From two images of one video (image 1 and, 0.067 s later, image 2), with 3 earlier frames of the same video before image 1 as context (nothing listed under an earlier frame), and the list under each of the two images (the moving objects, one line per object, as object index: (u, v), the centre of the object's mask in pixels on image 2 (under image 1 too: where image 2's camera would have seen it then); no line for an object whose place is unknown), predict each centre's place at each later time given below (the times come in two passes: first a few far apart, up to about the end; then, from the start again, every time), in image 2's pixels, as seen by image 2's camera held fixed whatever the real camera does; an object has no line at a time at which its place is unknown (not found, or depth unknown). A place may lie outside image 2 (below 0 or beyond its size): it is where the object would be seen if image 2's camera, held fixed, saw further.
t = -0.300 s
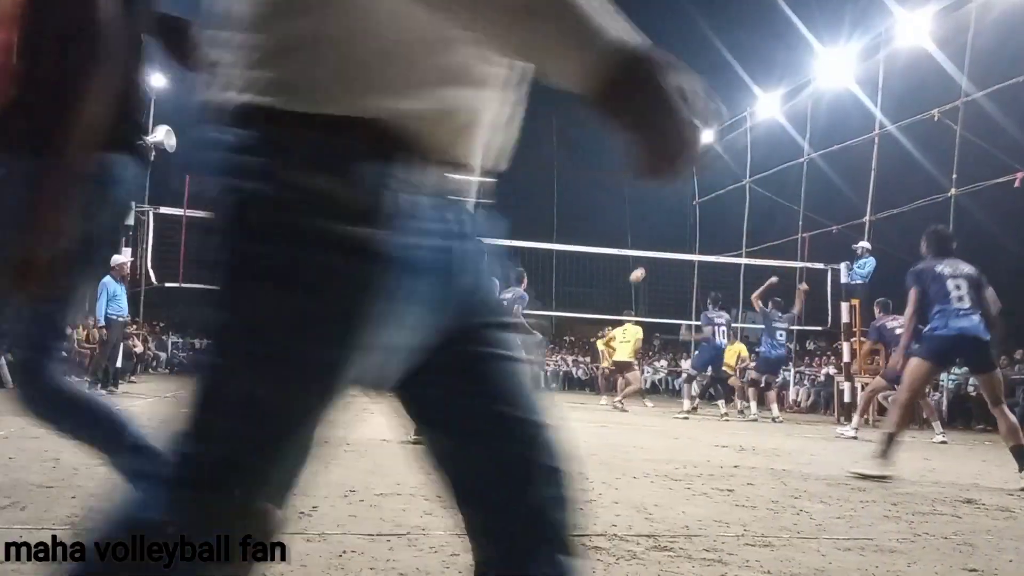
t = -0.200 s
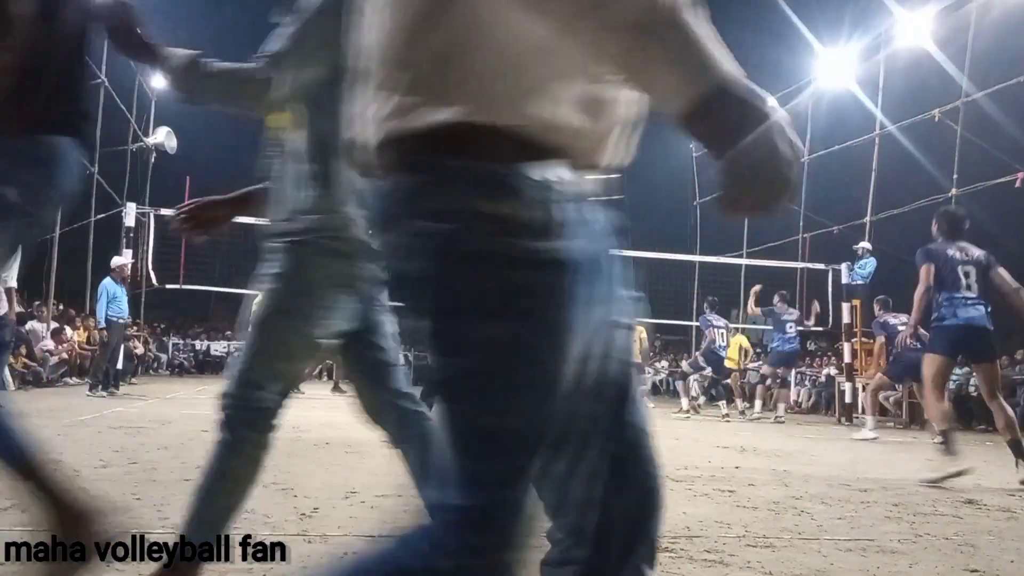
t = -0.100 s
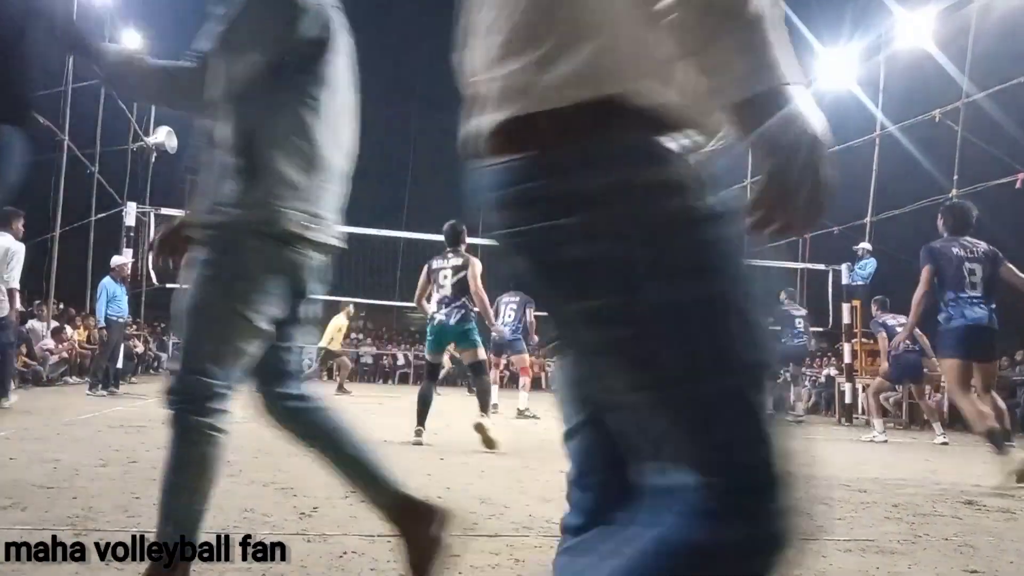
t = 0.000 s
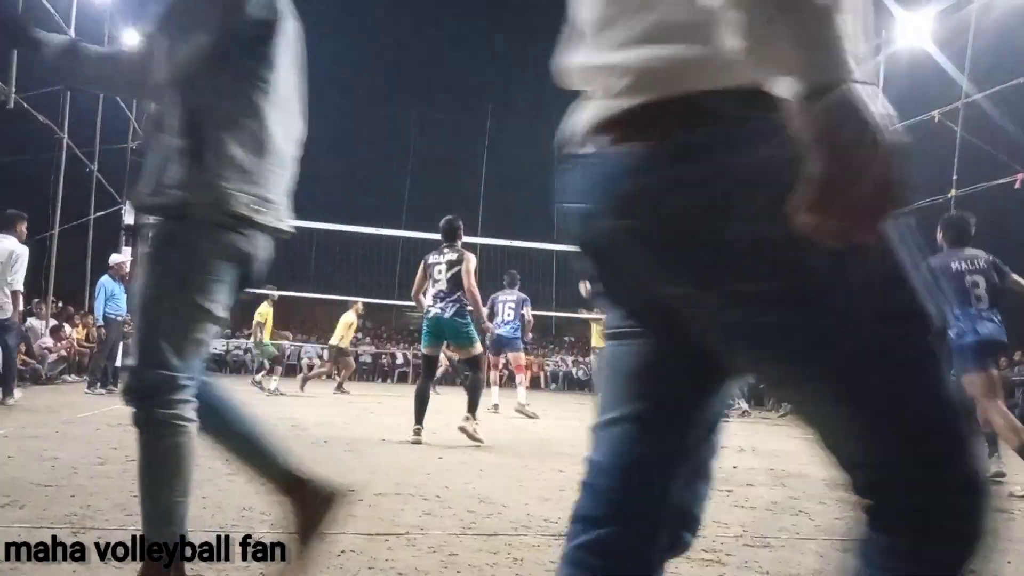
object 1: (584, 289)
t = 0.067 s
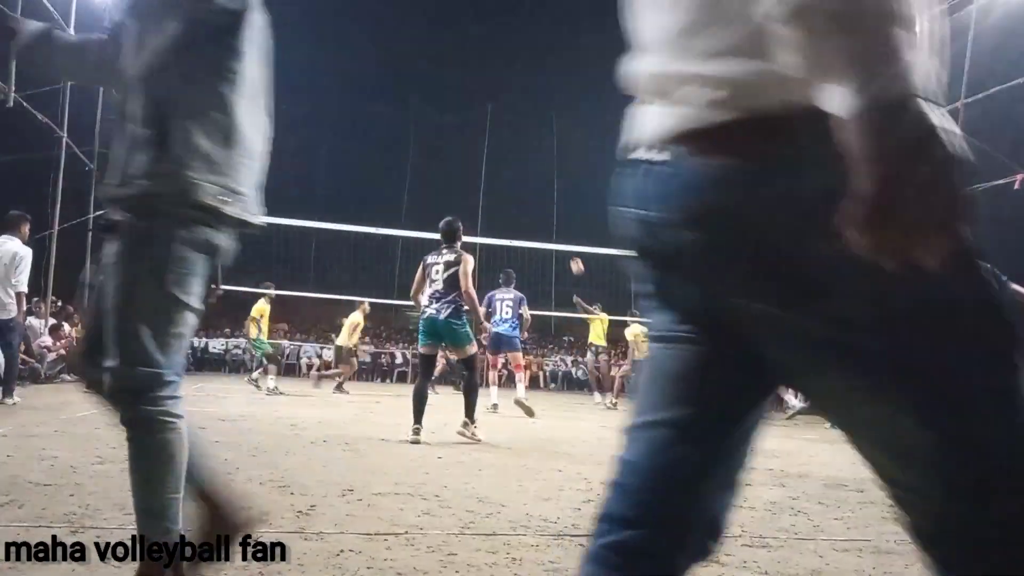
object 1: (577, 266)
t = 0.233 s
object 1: (556, 221)
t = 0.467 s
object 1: (524, 181)
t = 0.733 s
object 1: (484, 173)
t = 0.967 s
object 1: (446, 201)
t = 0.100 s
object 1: (573, 257)
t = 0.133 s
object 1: (568, 245)
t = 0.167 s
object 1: (564, 236)
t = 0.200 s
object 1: (560, 228)
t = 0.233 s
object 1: (556, 221)
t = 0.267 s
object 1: (552, 213)
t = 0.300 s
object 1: (547, 206)
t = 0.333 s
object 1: (543, 200)
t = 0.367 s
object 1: (538, 195)
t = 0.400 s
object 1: (534, 190)
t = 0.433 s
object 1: (529, 185)
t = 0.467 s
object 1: (524, 181)
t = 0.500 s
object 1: (520, 178)
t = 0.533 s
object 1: (514, 175)
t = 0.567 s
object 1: (509, 173)
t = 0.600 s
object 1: (505, 172)
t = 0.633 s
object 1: (500, 171)
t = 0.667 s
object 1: (495, 171)
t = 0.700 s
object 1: (490, 172)
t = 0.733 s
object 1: (484, 173)
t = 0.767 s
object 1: (480, 175)
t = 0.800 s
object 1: (474, 178)
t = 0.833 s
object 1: (469, 181)
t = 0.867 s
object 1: (463, 185)
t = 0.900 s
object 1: (458, 190)
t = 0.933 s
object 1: (452, 195)
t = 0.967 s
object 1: (446, 201)
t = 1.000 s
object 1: (440, 208)
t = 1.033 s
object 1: (435, 216)
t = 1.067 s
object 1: (429, 224)
